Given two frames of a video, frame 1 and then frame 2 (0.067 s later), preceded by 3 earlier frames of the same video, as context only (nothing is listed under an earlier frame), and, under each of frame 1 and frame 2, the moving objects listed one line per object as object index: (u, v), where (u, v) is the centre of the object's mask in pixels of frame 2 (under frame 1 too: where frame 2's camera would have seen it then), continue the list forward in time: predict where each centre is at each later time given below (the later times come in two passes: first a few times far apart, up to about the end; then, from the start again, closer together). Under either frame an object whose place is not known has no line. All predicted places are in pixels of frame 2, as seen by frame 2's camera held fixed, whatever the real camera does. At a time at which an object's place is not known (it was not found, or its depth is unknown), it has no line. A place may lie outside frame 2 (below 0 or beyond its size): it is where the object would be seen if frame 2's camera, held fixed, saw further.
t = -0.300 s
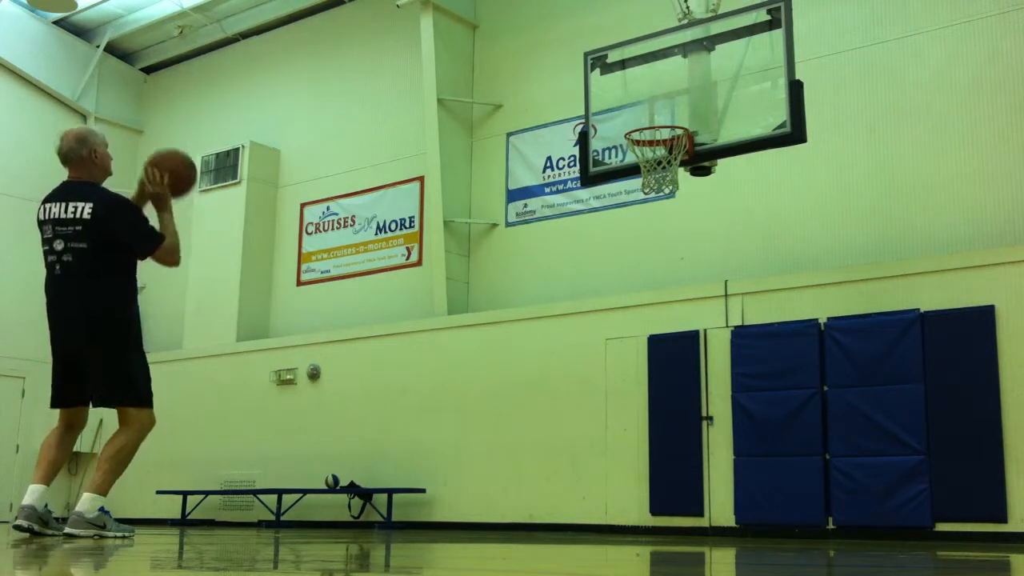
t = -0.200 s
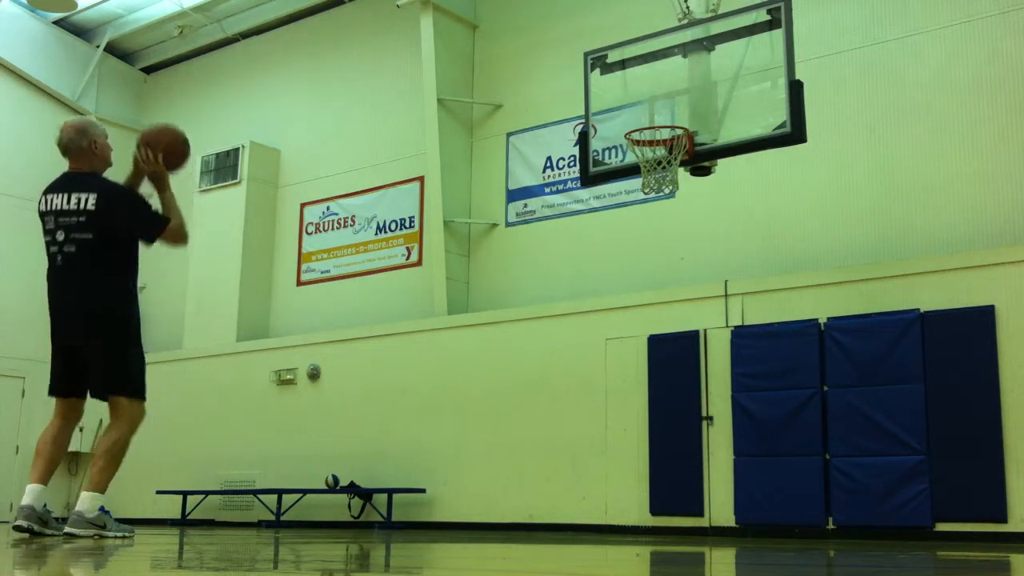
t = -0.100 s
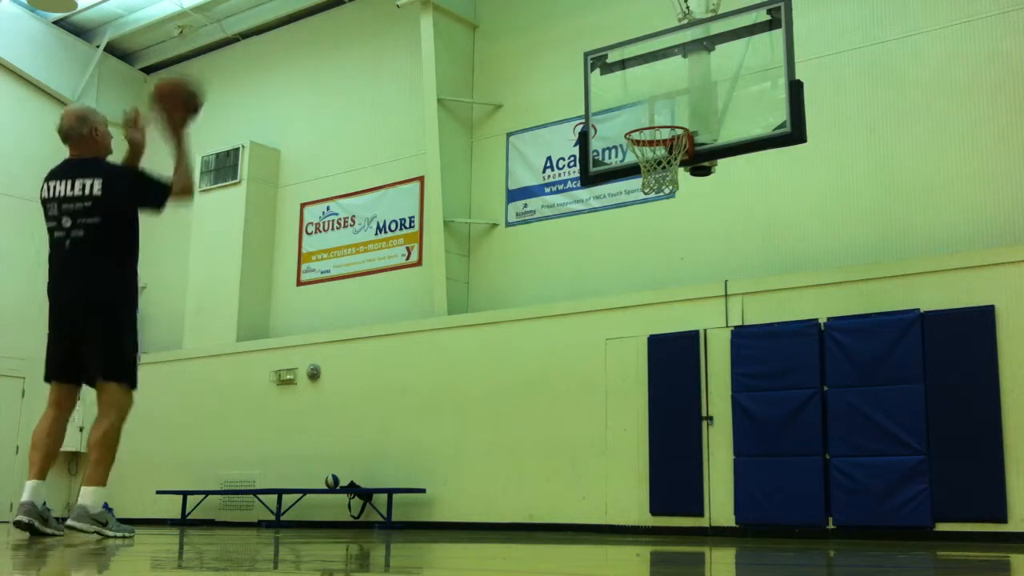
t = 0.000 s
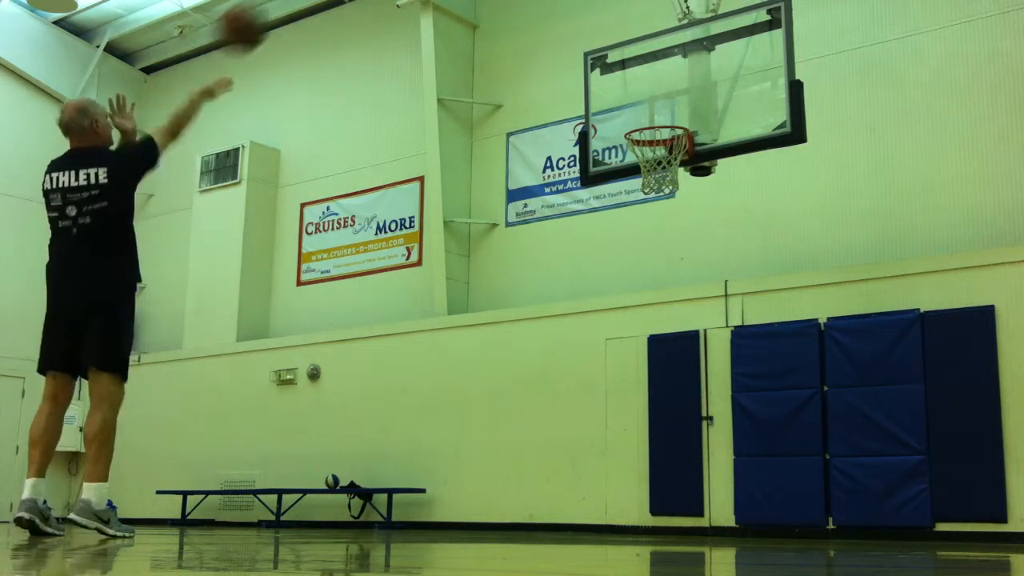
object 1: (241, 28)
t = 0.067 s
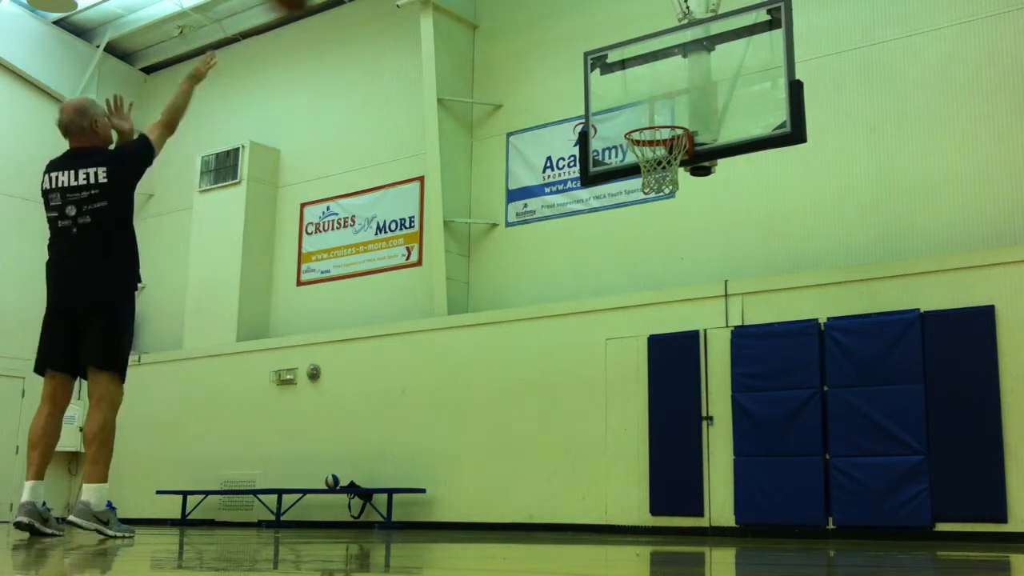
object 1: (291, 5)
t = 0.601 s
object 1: (553, 2)
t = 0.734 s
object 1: (600, 41)
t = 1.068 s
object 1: (674, 172)
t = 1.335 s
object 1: (664, 189)
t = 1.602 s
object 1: (630, 257)
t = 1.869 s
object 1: (597, 436)
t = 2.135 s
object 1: (574, 417)
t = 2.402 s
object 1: (558, 342)
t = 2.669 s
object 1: (542, 361)
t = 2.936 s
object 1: (524, 479)
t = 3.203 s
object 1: (507, 442)
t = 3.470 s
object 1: (490, 423)
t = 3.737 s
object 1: (470, 503)
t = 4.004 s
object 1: (458, 460)
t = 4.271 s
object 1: (445, 482)
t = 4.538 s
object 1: (431, 483)
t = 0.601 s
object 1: (553, 2)
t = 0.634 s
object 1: (565, 7)
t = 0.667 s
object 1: (577, 14)
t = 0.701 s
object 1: (588, 26)
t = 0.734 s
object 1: (600, 41)
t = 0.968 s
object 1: (669, 171)
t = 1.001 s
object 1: (675, 168)
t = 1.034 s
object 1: (675, 171)
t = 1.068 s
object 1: (674, 172)
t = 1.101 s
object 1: (675, 173)
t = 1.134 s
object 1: (679, 174)
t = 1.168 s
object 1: (679, 177)
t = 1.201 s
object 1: (678, 180)
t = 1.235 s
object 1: (676, 183)
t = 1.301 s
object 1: (669, 189)
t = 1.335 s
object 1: (664, 189)
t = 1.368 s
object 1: (659, 190)
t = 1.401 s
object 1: (654, 194)
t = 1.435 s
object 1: (650, 201)
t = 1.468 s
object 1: (646, 209)
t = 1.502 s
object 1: (642, 219)
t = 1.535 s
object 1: (638, 230)
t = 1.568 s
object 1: (634, 243)
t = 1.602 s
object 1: (630, 257)
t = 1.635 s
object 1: (626, 273)
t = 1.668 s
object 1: (622, 290)
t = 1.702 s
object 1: (618, 310)
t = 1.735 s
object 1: (613, 332)
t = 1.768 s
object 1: (610, 354)
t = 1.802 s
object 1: (606, 378)
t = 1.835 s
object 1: (601, 409)
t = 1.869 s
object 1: (597, 436)
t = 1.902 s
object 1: (592, 467)
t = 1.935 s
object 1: (588, 500)
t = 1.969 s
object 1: (584, 512)
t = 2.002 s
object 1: (582, 492)
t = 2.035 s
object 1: (580, 470)
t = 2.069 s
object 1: (578, 451)
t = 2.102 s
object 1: (576, 434)
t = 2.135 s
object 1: (574, 417)
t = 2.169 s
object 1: (572, 402)
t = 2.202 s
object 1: (571, 389)
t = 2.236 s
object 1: (569, 377)
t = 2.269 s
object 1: (566, 367)
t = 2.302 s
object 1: (564, 359)
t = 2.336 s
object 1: (562, 351)
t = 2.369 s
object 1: (560, 346)
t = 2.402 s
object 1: (558, 342)
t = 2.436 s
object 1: (556, 339)
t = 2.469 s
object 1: (554, 338)
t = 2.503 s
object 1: (552, 338)
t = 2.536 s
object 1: (550, 340)
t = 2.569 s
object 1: (548, 342)
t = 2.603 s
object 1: (546, 347)
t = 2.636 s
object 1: (544, 353)
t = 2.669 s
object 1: (542, 361)
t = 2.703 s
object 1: (540, 370)
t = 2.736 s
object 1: (538, 381)
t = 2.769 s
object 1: (535, 393)
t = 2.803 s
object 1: (533, 407)
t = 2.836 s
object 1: (531, 422)
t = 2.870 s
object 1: (529, 440)
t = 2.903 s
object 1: (526, 459)
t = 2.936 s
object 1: (524, 479)
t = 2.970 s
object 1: (522, 502)
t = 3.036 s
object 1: (517, 501)
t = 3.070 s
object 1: (516, 486)
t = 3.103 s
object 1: (514, 473)
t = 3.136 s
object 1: (512, 461)
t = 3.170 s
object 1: (510, 451)
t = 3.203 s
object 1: (507, 442)
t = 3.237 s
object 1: (505, 434)
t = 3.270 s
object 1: (503, 428)
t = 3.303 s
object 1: (501, 424)
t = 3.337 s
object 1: (499, 421)
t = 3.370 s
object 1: (497, 419)
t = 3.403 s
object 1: (495, 419)
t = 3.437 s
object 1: (492, 421)
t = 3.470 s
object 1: (490, 423)
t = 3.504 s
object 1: (488, 428)
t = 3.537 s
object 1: (485, 434)
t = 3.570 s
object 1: (483, 442)
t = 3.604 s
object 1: (480, 451)
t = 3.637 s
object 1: (478, 461)
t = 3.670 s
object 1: (475, 474)
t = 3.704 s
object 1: (473, 488)
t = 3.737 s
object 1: (470, 503)
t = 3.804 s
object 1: (466, 506)
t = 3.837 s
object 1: (465, 495)
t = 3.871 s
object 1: (464, 485)
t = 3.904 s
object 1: (462, 476)
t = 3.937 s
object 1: (461, 469)
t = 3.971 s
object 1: (460, 464)
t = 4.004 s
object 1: (458, 460)
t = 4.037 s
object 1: (457, 457)
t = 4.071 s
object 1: (455, 456)
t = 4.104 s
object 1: (454, 457)
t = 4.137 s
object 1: (452, 459)
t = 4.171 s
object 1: (450, 462)
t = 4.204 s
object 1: (449, 467)
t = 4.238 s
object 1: (447, 474)
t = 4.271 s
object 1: (445, 482)
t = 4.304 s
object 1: (443, 492)
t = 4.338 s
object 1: (441, 503)
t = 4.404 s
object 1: (438, 509)
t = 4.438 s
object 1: (436, 501)
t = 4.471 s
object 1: (435, 493)
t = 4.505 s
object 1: (433, 488)
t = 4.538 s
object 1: (431, 483)
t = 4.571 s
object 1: (430, 480)
